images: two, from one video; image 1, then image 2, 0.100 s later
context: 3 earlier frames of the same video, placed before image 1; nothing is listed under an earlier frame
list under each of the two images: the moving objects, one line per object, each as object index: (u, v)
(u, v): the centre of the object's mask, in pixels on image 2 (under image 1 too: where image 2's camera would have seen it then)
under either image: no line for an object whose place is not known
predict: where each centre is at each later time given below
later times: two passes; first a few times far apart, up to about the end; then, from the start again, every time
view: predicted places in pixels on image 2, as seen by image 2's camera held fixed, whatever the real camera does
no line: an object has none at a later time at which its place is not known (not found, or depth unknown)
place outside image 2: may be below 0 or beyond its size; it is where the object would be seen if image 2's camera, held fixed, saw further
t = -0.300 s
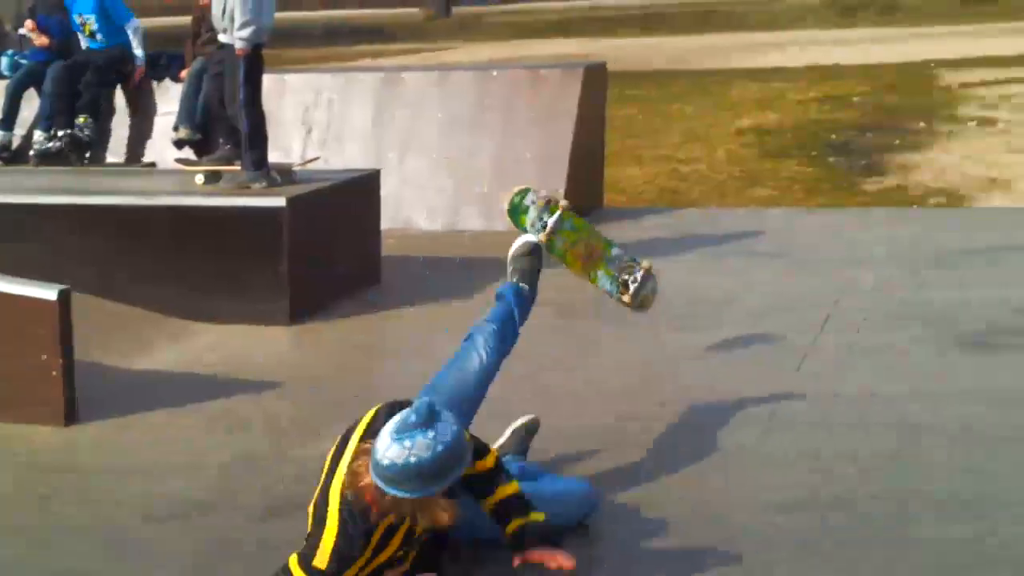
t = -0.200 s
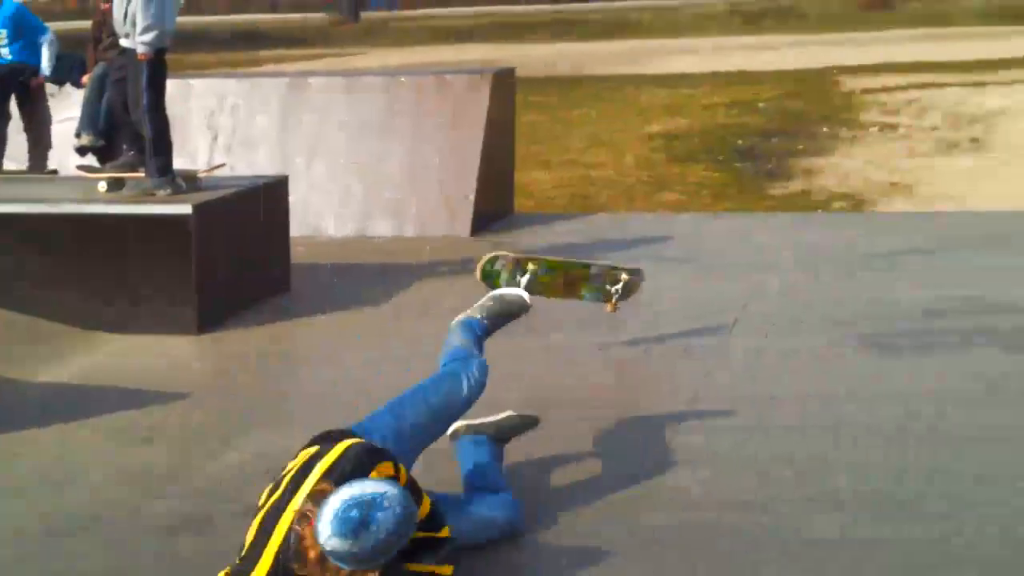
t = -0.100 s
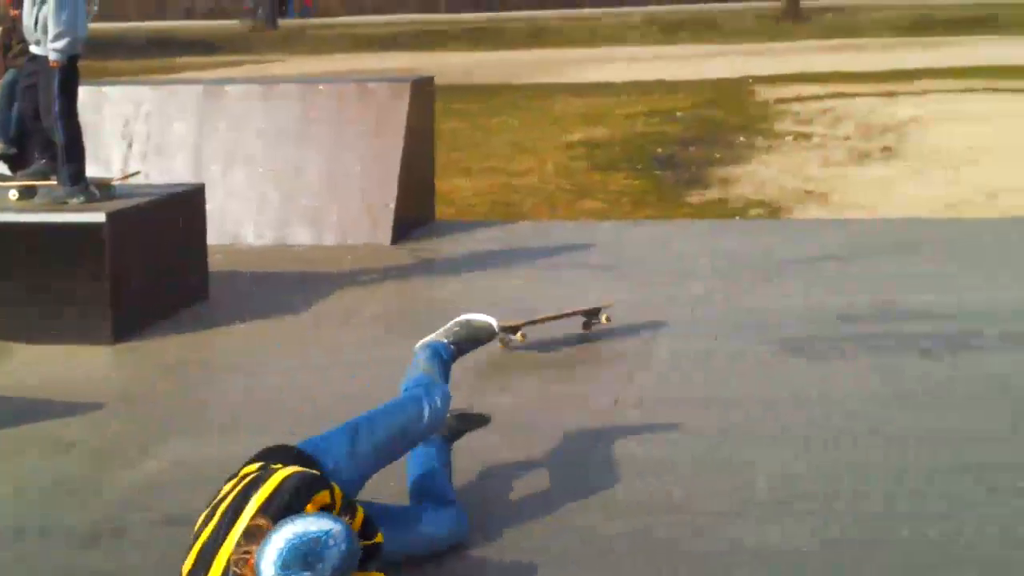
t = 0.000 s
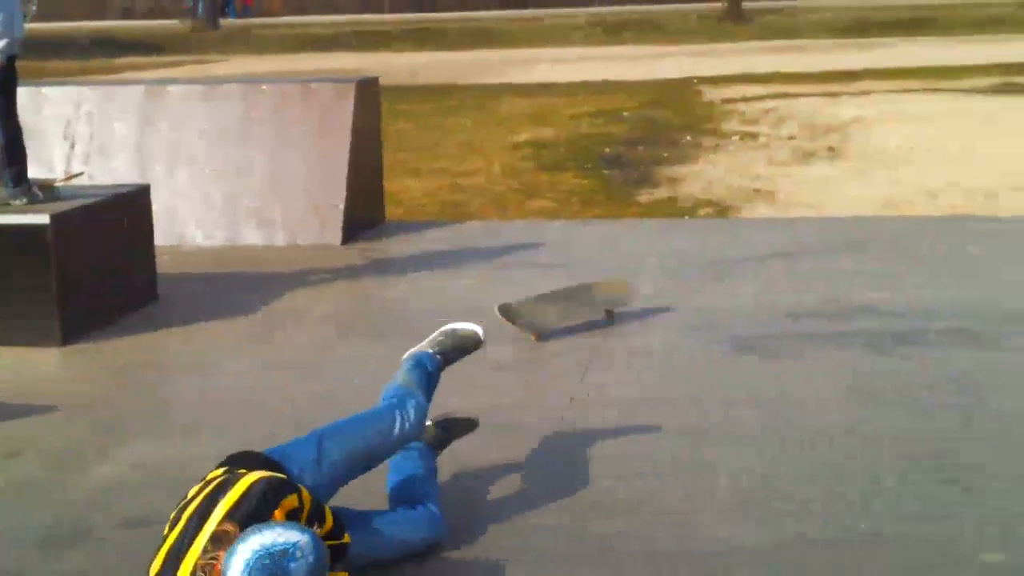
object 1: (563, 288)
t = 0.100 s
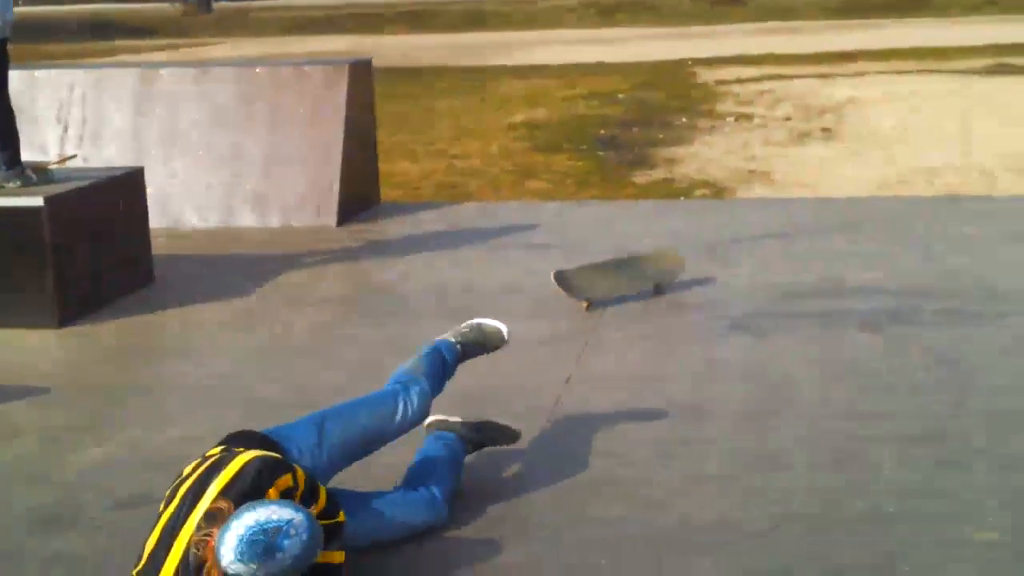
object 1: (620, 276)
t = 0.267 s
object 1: (696, 265)
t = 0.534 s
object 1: (807, 239)
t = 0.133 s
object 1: (636, 273)
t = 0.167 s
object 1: (652, 270)
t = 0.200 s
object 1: (668, 267)
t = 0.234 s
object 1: (684, 267)
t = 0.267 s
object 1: (696, 265)
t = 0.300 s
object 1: (709, 262)
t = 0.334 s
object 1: (723, 258)
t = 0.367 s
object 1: (737, 256)
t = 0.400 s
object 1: (751, 254)
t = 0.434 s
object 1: (764, 249)
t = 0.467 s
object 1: (783, 246)
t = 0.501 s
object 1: (794, 241)
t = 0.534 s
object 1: (807, 239)
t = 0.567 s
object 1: (820, 238)
